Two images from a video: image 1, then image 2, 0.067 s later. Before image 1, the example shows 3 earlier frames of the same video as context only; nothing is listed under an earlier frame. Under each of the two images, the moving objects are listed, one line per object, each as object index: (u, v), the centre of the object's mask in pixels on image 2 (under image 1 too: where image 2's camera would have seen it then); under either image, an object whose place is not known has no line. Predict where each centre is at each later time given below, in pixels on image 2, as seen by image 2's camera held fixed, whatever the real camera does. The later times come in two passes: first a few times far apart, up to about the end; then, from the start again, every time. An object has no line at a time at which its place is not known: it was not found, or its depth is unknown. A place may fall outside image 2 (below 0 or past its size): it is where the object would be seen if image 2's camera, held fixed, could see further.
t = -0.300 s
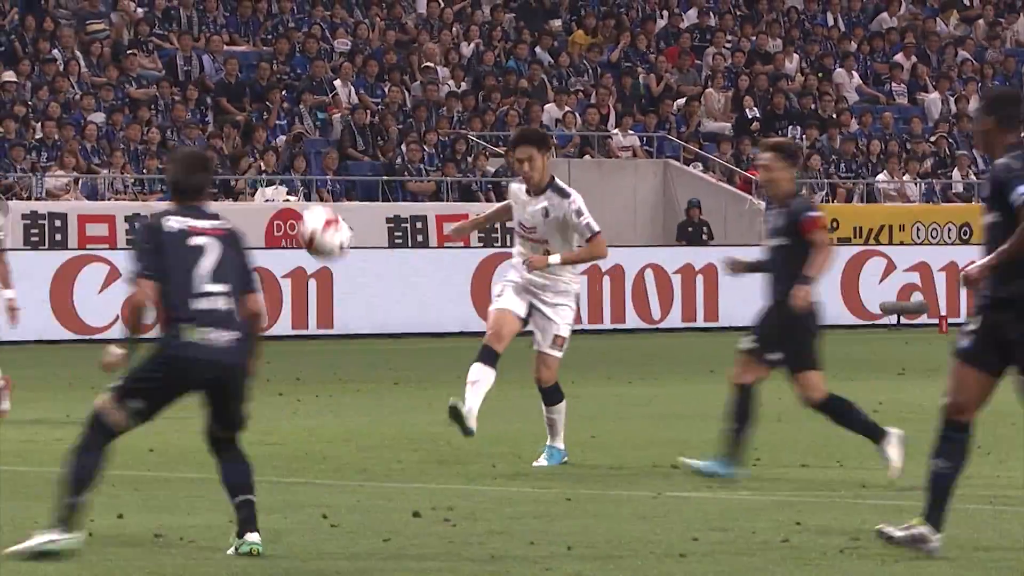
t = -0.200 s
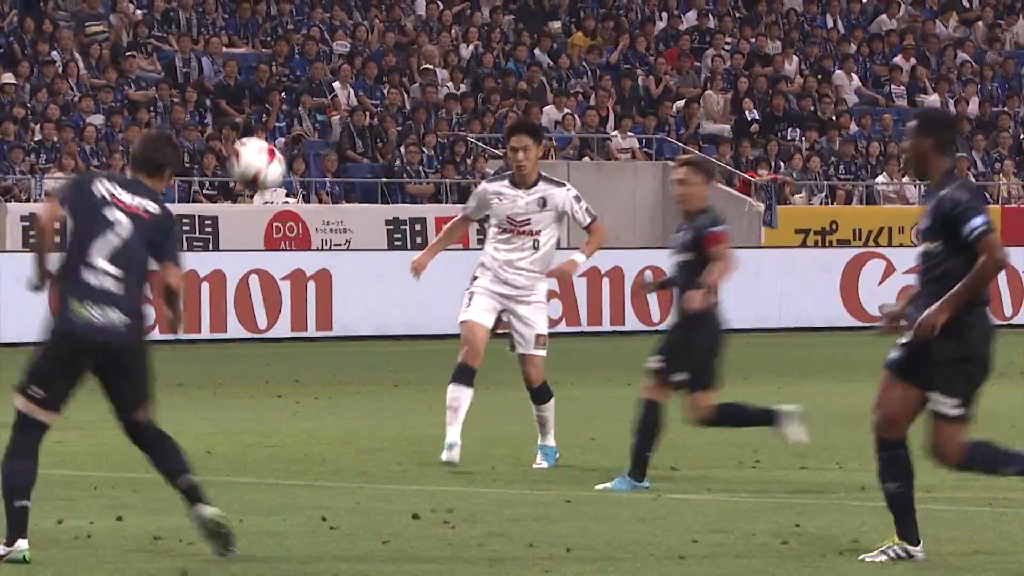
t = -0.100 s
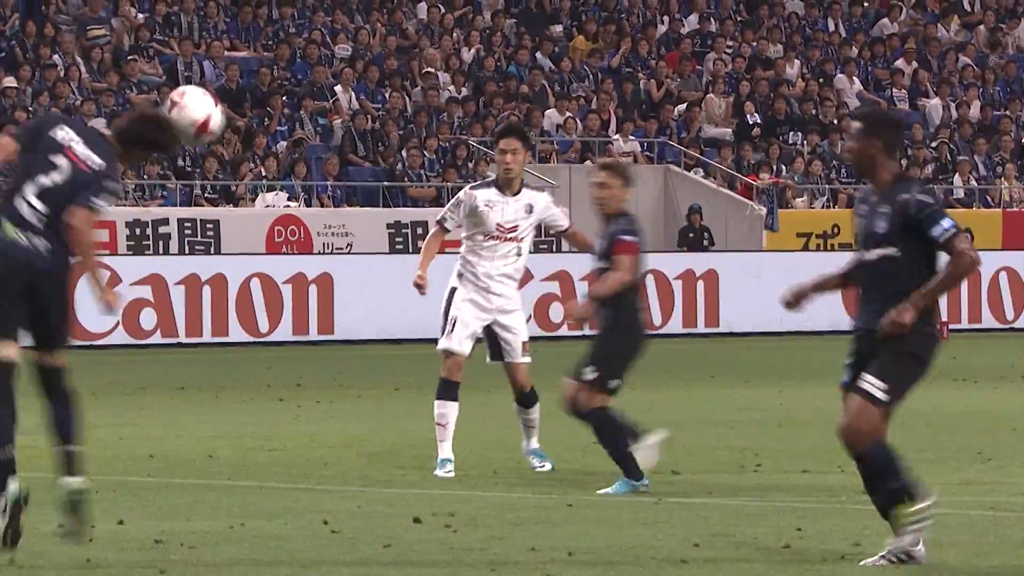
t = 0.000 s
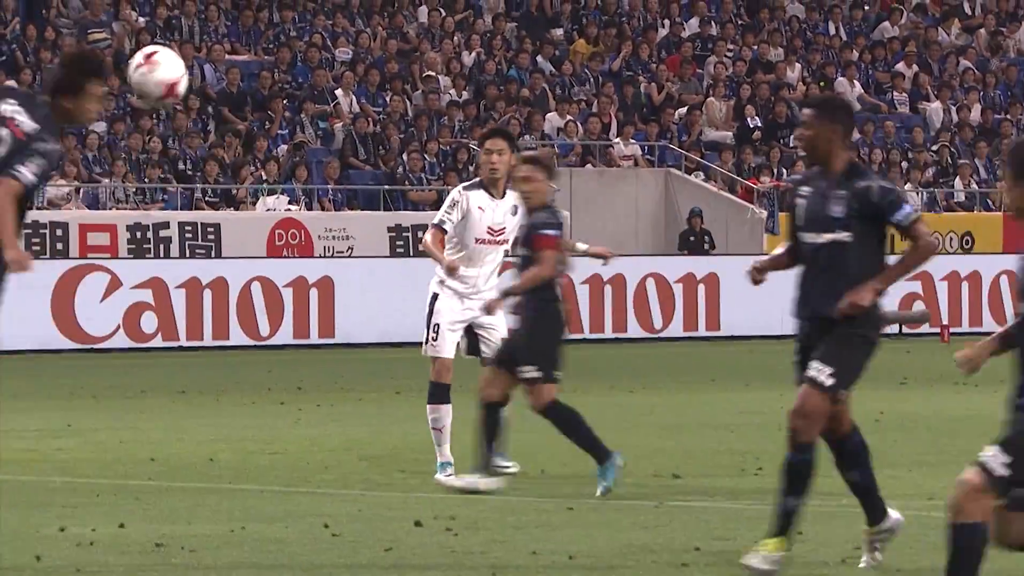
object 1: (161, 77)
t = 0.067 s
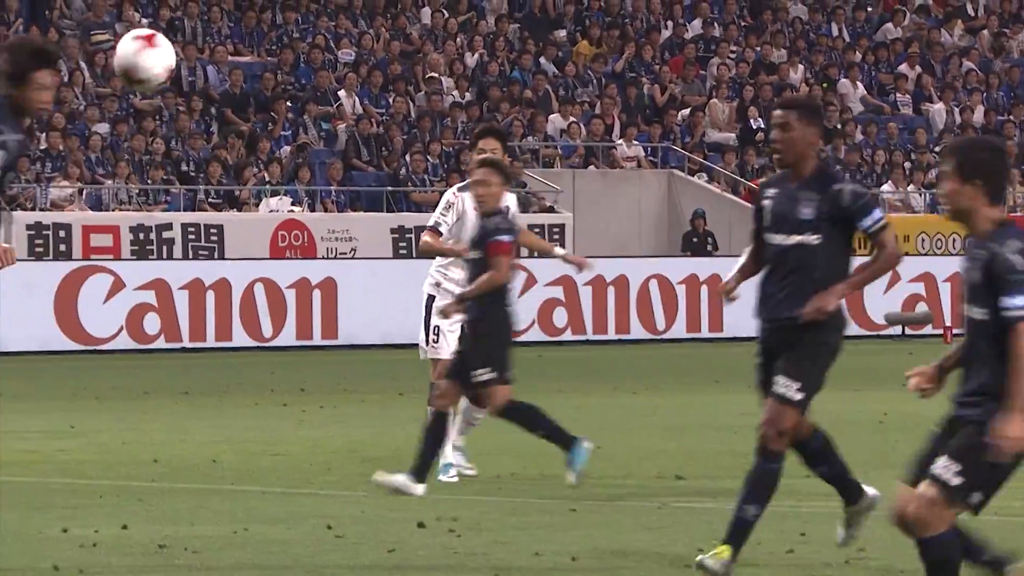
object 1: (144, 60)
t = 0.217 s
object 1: (116, 64)
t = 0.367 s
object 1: (108, 140)
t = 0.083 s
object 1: (140, 58)
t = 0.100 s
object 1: (137, 54)
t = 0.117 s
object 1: (133, 55)
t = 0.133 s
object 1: (130, 55)
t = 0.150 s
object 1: (126, 55)
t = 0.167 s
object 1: (123, 56)
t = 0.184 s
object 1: (121, 58)
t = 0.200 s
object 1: (118, 60)
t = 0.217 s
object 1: (116, 64)
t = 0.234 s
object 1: (114, 68)
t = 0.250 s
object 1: (112, 74)
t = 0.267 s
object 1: (111, 80)
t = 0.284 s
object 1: (110, 87)
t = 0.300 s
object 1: (109, 96)
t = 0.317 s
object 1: (109, 105)
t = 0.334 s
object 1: (108, 116)
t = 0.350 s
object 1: (108, 127)
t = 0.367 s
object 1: (108, 140)
